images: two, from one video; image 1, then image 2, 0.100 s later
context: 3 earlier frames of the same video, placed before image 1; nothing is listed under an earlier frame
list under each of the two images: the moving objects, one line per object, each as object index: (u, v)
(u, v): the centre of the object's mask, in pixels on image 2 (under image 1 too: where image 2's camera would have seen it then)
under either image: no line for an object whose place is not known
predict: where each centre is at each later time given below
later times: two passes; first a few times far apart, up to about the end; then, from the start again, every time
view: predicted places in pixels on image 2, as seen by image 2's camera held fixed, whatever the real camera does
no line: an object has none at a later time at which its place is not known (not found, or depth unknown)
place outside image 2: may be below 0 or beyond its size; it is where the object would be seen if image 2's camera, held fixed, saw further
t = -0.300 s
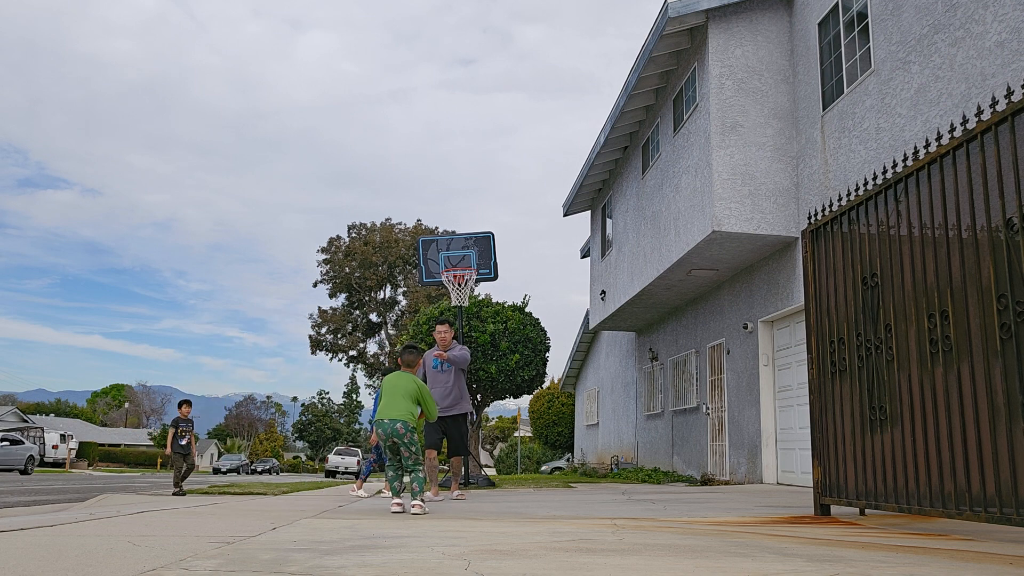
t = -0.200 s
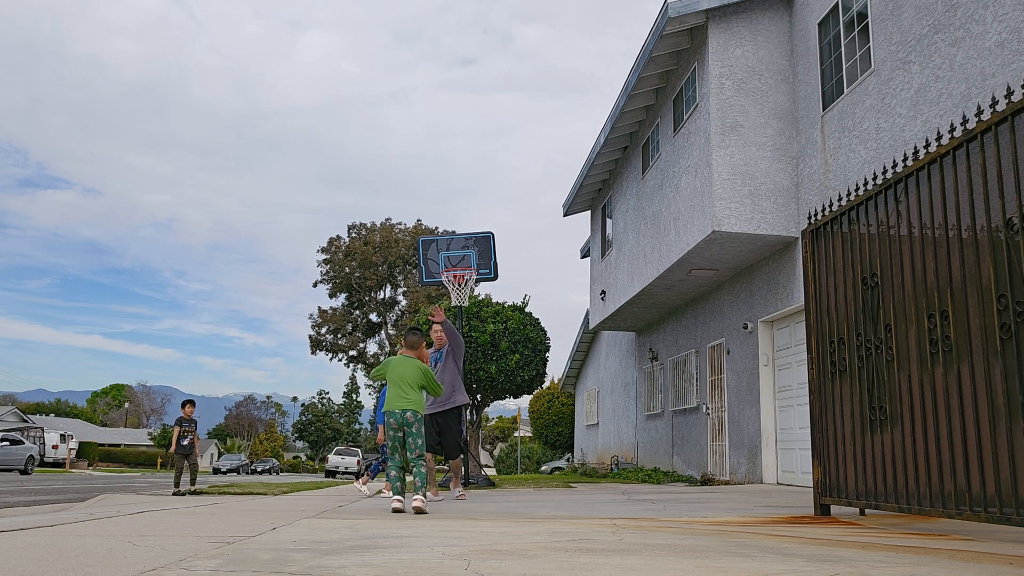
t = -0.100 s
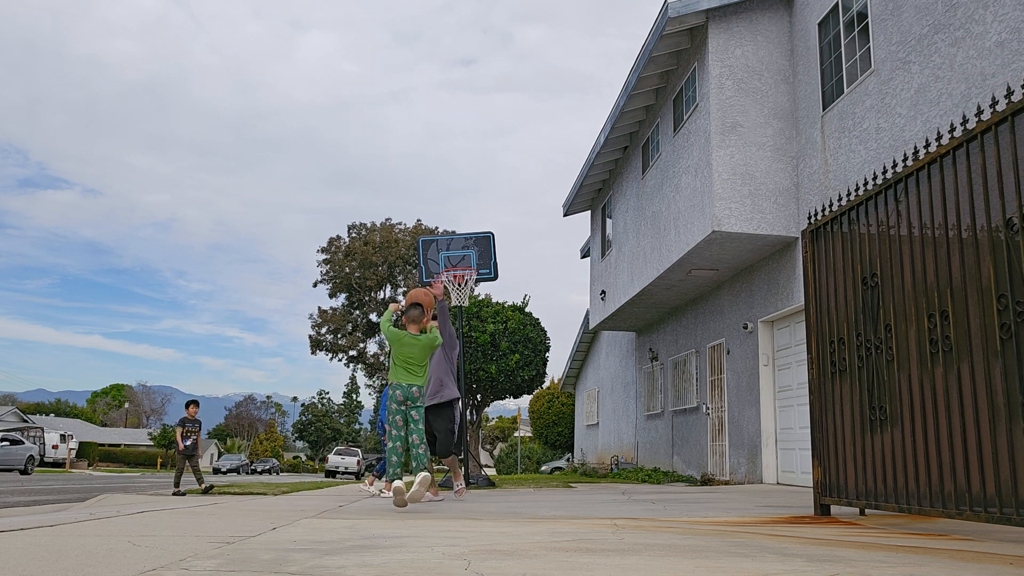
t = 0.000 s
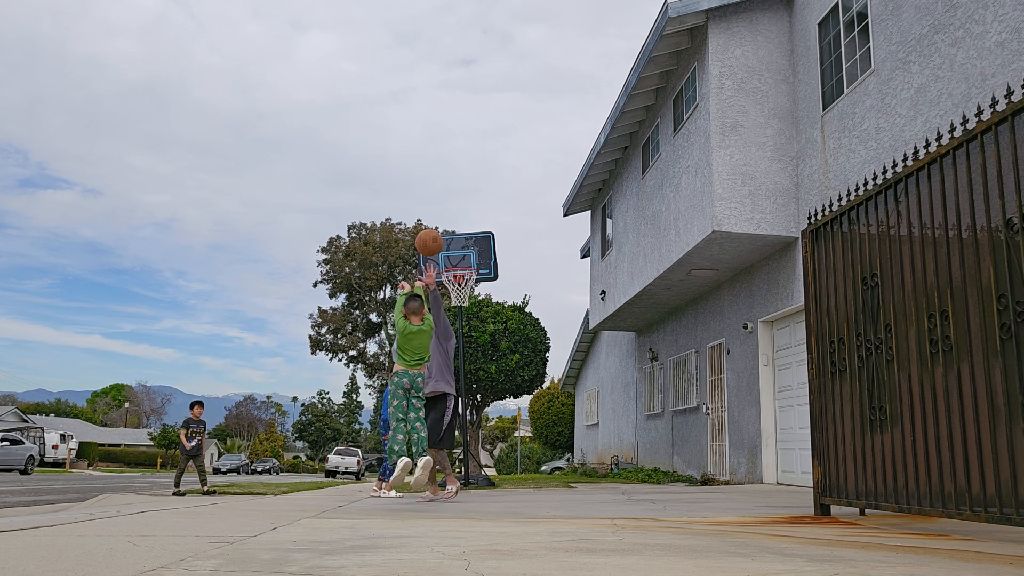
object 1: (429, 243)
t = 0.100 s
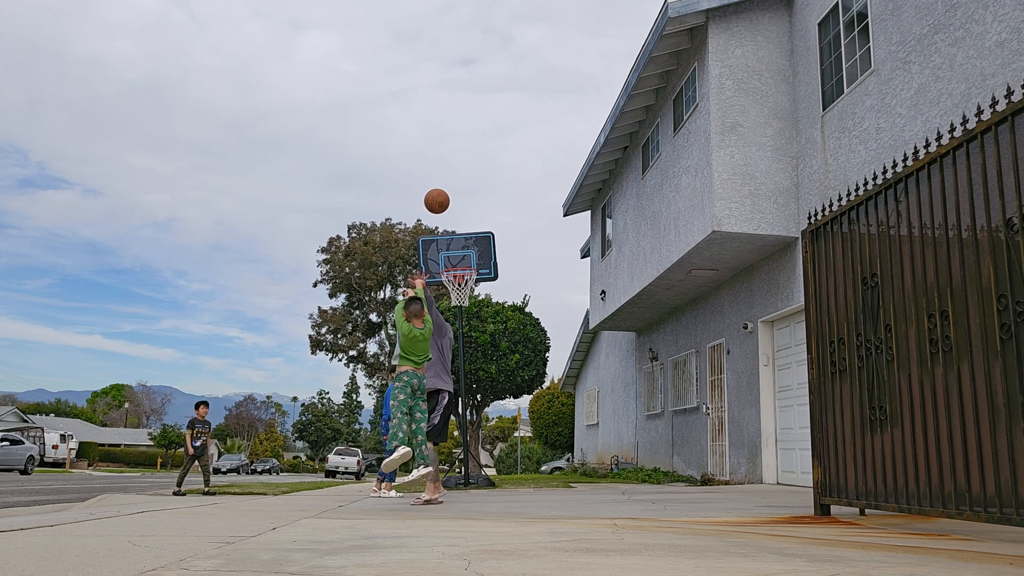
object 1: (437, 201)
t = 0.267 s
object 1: (446, 162)
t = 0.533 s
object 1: (456, 158)
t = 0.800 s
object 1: (461, 207)
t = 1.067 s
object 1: (455, 278)
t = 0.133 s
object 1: (439, 190)
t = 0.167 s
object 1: (441, 181)
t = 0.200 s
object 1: (443, 174)
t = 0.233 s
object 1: (445, 167)
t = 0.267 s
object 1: (446, 162)
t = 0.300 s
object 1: (448, 158)
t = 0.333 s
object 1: (449, 155)
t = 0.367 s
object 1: (451, 153)
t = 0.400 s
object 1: (452, 152)
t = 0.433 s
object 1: (453, 152)
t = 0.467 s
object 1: (454, 153)
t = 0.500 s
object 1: (455, 155)
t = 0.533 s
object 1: (456, 158)
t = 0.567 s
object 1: (457, 162)
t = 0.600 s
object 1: (457, 166)
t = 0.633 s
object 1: (458, 171)
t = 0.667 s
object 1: (459, 177)
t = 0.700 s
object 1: (459, 183)
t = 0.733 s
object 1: (460, 190)
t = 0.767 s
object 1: (460, 198)
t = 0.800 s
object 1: (461, 207)
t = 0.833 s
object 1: (461, 216)
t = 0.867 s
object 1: (462, 225)
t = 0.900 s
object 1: (462, 235)
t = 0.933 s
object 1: (462, 246)
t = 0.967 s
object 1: (462, 258)
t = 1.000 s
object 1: (463, 270)
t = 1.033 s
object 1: (460, 275)
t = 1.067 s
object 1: (455, 278)
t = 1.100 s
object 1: (452, 279)
